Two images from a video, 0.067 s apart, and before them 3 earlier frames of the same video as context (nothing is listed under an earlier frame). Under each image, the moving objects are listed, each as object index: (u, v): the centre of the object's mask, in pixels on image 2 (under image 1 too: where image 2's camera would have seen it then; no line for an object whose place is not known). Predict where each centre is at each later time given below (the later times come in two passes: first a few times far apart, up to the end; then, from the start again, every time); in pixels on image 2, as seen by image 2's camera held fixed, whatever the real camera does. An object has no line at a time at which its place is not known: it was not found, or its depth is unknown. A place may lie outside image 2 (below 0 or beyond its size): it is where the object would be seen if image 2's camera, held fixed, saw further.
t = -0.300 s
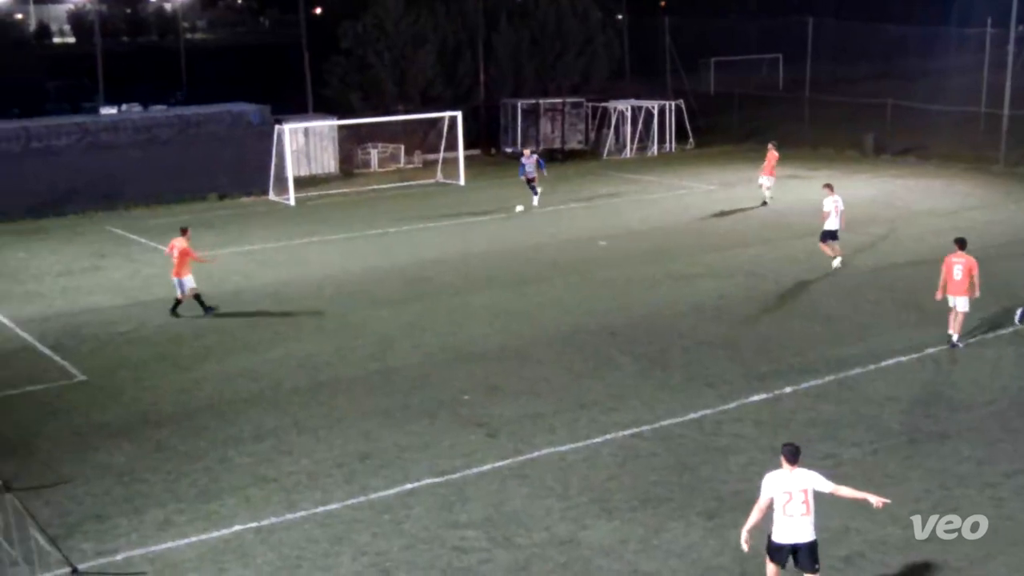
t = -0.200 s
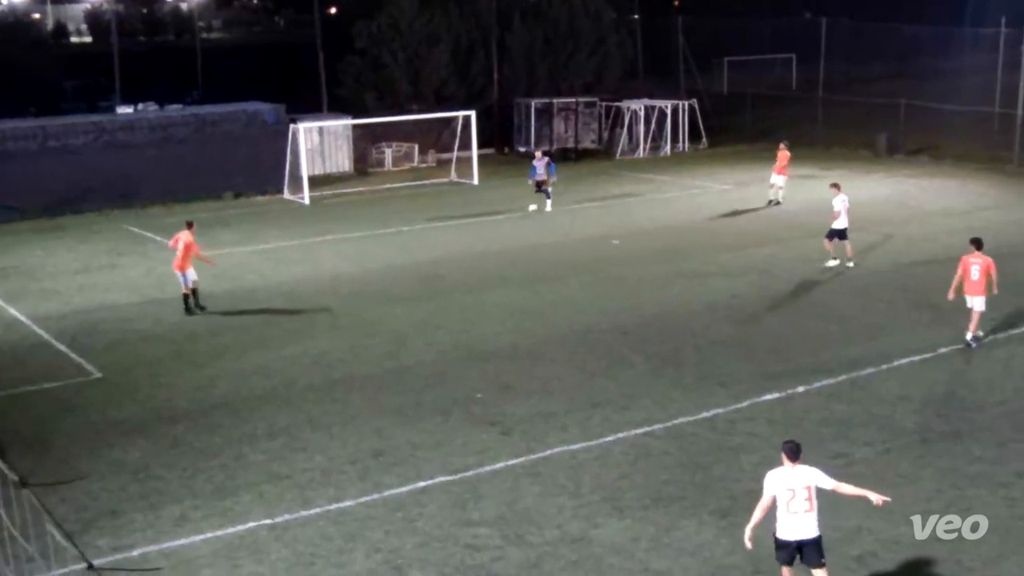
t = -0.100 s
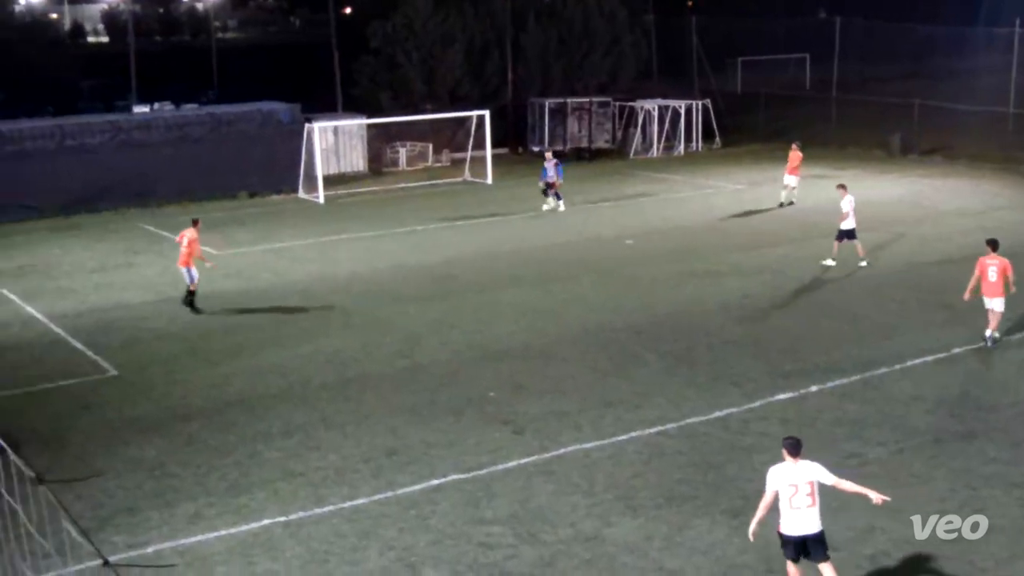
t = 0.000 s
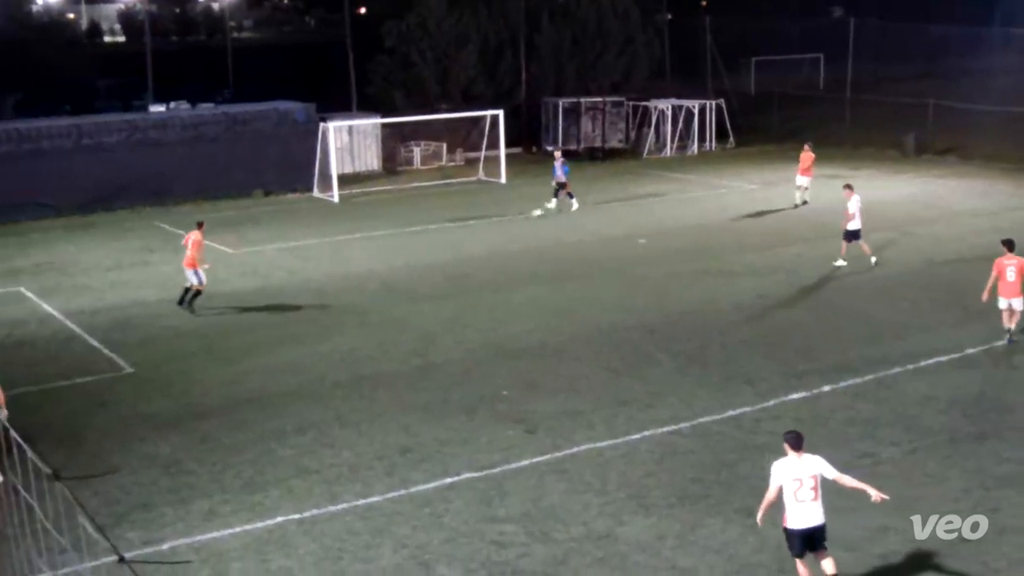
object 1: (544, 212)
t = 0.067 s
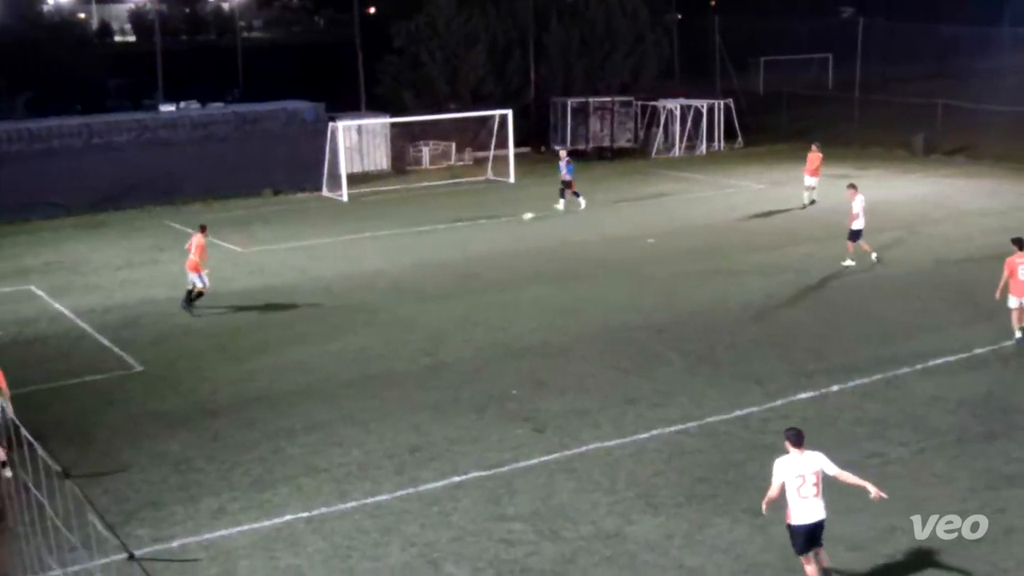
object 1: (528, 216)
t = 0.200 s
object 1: (497, 226)
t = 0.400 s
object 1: (451, 238)
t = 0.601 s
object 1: (405, 250)
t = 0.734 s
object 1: (375, 259)
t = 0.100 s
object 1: (520, 218)
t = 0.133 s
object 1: (513, 220)
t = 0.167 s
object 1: (505, 222)
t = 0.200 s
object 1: (497, 226)
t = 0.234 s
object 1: (489, 227)
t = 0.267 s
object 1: (482, 229)
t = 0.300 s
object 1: (473, 231)
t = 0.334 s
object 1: (465, 233)
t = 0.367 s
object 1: (457, 235)
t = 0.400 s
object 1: (451, 238)
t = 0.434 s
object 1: (442, 240)
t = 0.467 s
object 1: (434, 242)
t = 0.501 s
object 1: (427, 244)
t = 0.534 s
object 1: (419, 247)
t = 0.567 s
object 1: (412, 248)
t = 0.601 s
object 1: (405, 250)
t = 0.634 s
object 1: (397, 252)
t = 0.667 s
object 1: (390, 254)
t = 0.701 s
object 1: (383, 257)
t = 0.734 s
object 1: (375, 259)
